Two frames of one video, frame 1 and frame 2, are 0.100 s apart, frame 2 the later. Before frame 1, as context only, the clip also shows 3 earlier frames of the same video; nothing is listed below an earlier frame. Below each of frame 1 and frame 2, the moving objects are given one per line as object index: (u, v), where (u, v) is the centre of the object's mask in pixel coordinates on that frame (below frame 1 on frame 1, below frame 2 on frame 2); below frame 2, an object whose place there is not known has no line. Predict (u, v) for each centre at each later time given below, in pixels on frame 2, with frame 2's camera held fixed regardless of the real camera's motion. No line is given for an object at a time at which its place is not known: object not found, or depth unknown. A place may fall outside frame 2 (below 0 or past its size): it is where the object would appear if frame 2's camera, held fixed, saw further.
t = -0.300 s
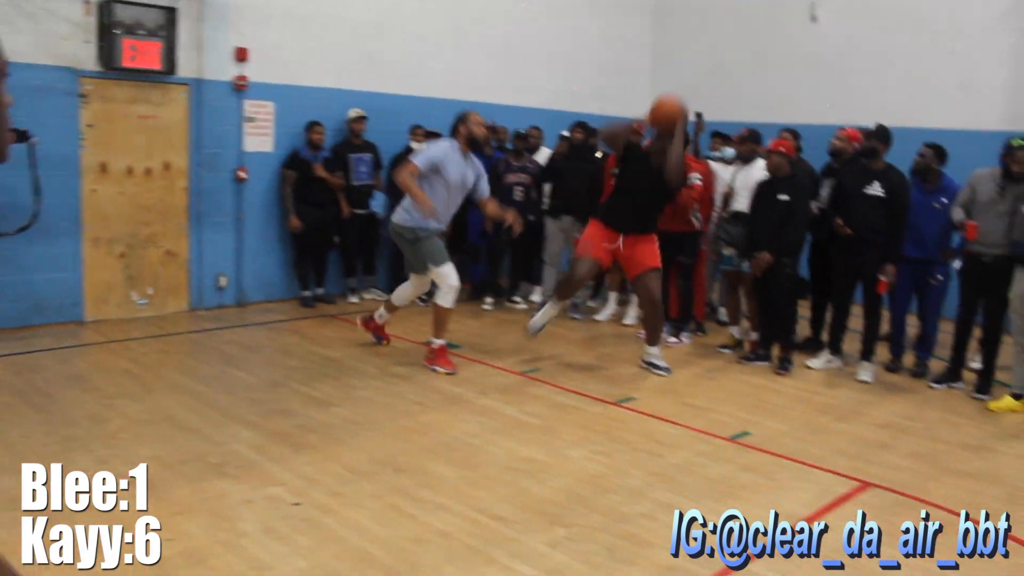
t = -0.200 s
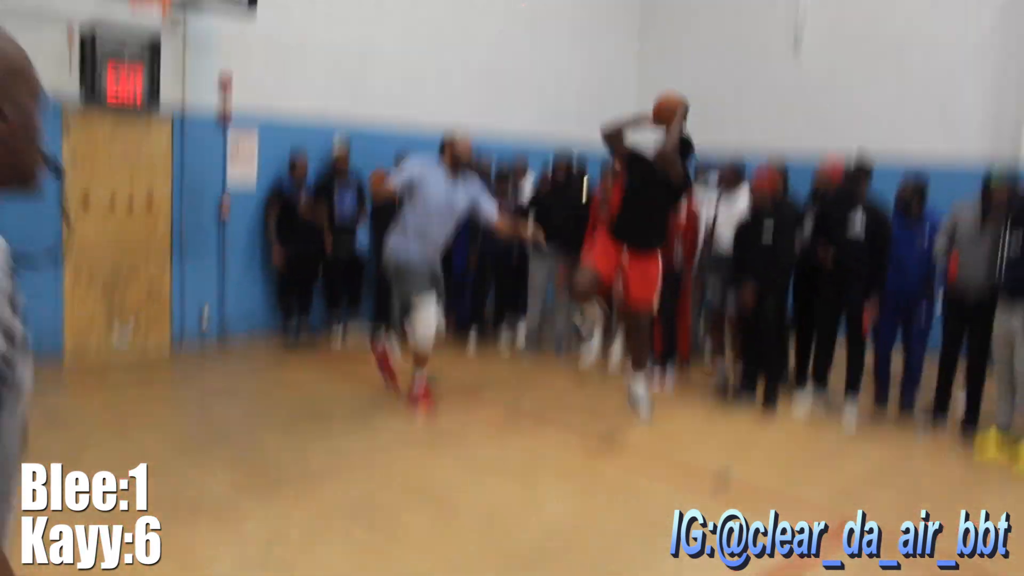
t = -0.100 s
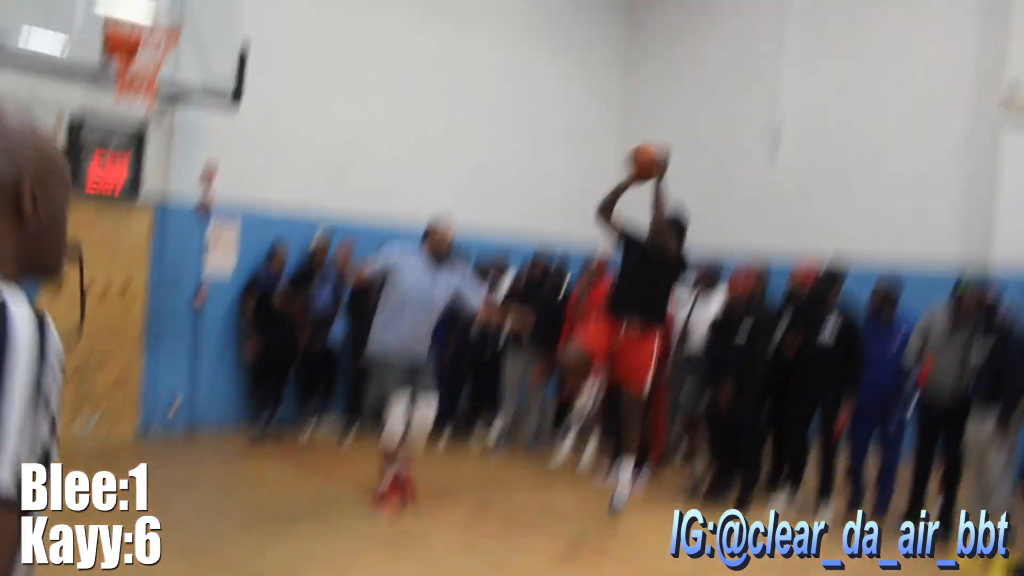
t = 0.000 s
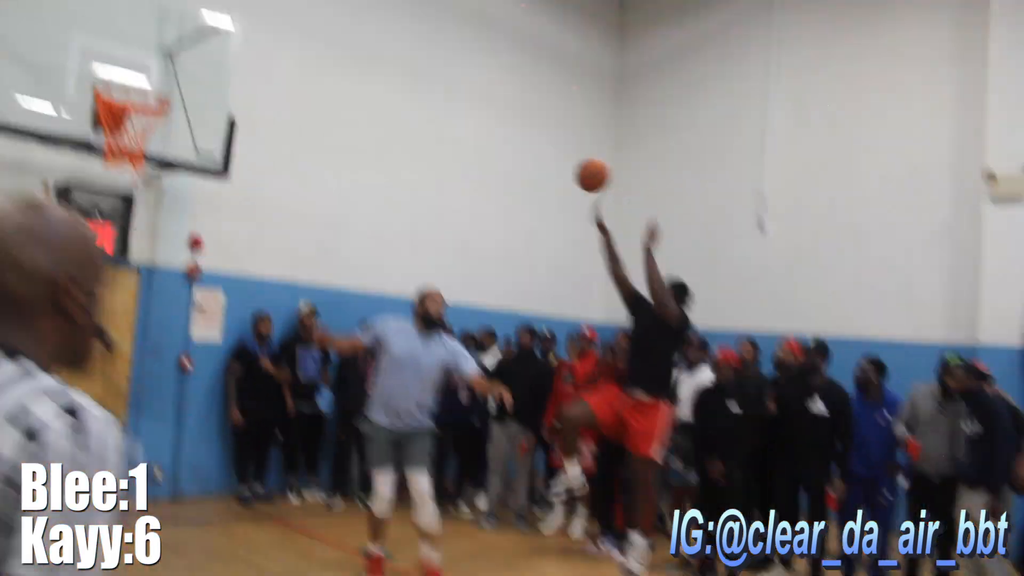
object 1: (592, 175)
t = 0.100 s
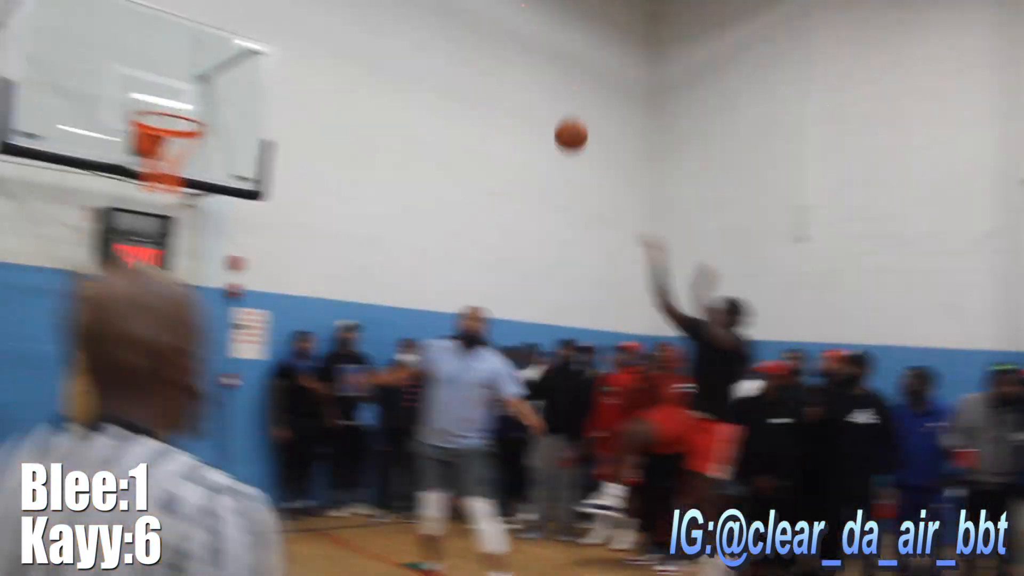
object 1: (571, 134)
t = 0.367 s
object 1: (427, 63)
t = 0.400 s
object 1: (409, 59)
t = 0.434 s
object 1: (390, 58)
